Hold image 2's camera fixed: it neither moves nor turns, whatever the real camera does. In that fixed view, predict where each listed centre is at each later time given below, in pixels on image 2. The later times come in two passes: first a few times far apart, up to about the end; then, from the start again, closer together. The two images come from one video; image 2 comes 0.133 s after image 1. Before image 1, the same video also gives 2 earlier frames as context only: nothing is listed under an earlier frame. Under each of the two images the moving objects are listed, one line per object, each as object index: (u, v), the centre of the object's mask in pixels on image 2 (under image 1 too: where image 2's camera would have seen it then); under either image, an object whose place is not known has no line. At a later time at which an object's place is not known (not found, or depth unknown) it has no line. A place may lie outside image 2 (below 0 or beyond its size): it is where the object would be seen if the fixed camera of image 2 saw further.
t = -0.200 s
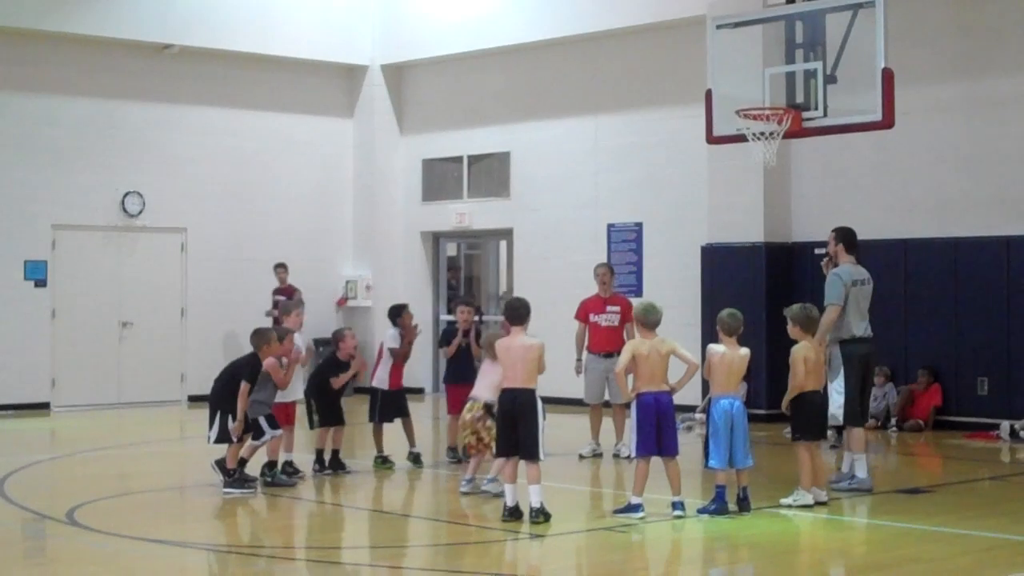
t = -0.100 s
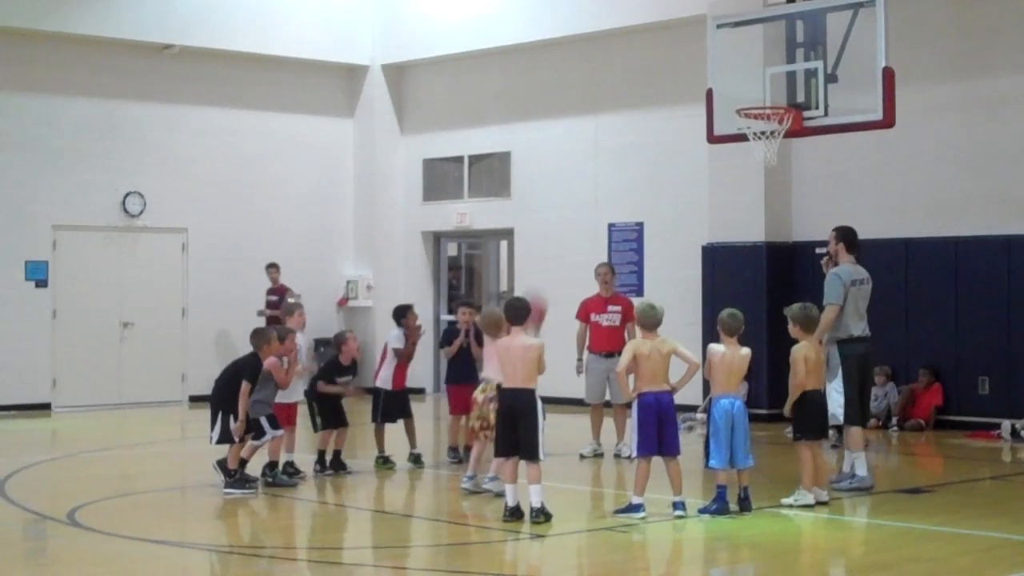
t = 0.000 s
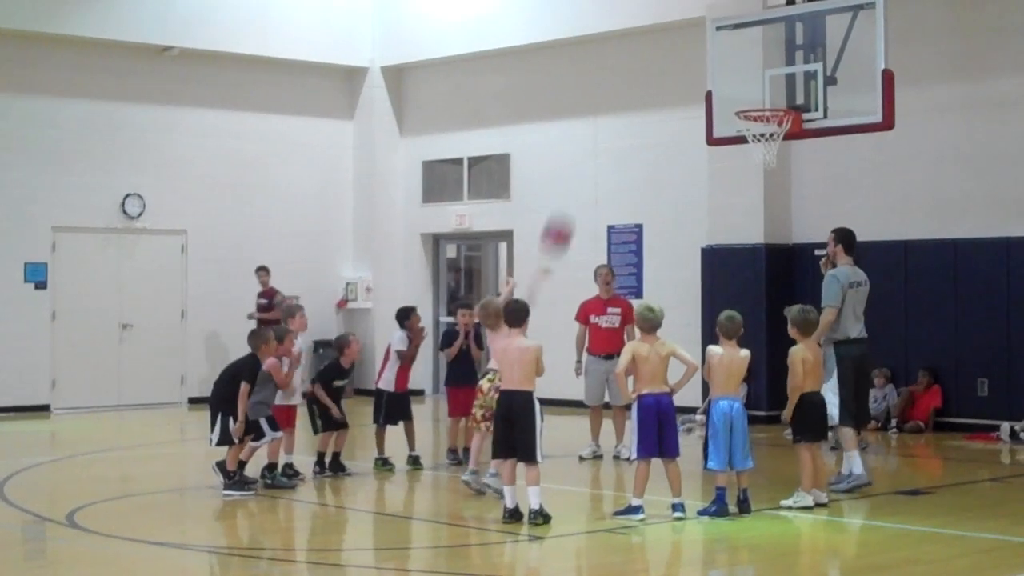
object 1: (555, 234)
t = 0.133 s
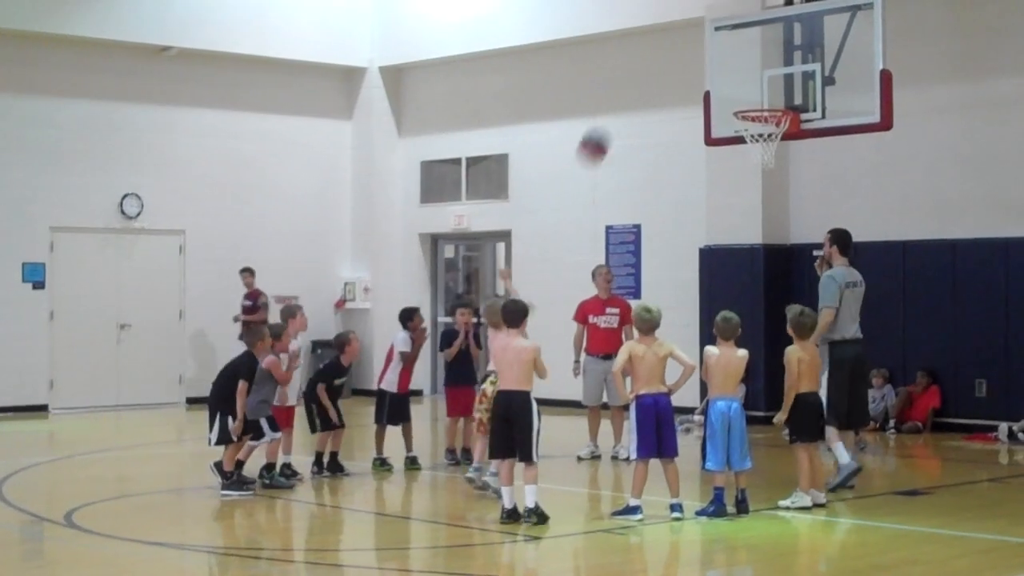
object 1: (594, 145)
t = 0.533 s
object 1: (699, 32)
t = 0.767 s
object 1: (754, 57)
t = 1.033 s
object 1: (745, 132)
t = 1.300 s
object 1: (759, 135)
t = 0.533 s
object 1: (699, 32)
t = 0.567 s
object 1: (706, 31)
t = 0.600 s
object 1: (715, 32)
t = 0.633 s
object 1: (722, 35)
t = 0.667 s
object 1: (731, 38)
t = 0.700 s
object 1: (738, 43)
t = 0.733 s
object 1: (746, 50)
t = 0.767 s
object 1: (754, 57)
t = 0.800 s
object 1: (761, 66)
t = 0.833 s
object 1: (768, 76)
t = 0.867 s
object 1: (777, 87)
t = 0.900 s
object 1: (773, 94)
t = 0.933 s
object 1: (766, 100)
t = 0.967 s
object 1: (760, 104)
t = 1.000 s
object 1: (753, 123)
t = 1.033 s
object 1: (745, 132)
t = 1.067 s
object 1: (743, 132)
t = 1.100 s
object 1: (743, 131)
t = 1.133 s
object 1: (743, 123)
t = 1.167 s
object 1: (748, 122)
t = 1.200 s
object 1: (752, 123)
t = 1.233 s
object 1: (755, 126)
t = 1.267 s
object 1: (758, 127)
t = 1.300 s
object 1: (759, 135)
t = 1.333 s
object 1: (763, 138)
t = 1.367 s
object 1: (765, 141)
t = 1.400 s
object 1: (767, 145)
